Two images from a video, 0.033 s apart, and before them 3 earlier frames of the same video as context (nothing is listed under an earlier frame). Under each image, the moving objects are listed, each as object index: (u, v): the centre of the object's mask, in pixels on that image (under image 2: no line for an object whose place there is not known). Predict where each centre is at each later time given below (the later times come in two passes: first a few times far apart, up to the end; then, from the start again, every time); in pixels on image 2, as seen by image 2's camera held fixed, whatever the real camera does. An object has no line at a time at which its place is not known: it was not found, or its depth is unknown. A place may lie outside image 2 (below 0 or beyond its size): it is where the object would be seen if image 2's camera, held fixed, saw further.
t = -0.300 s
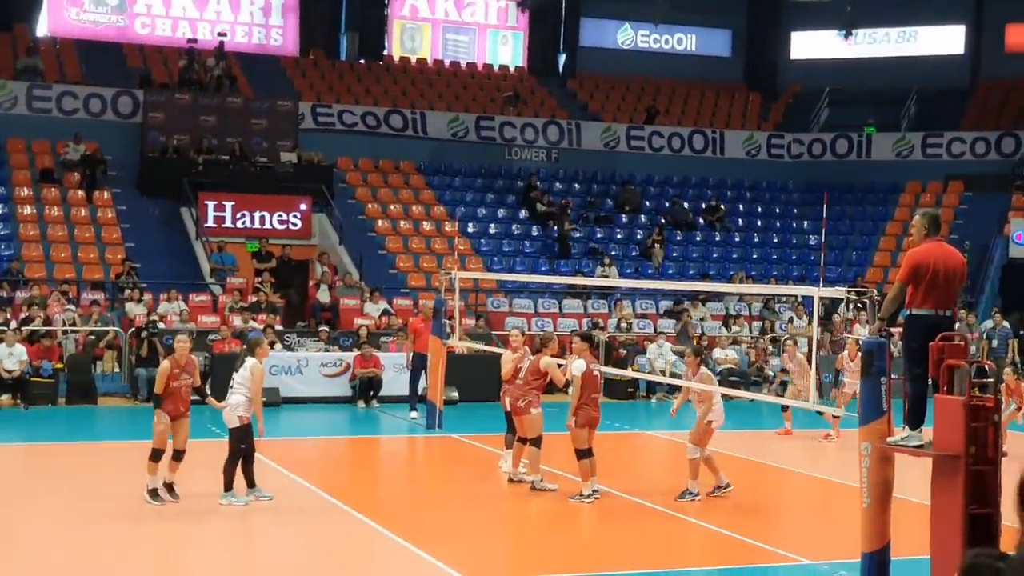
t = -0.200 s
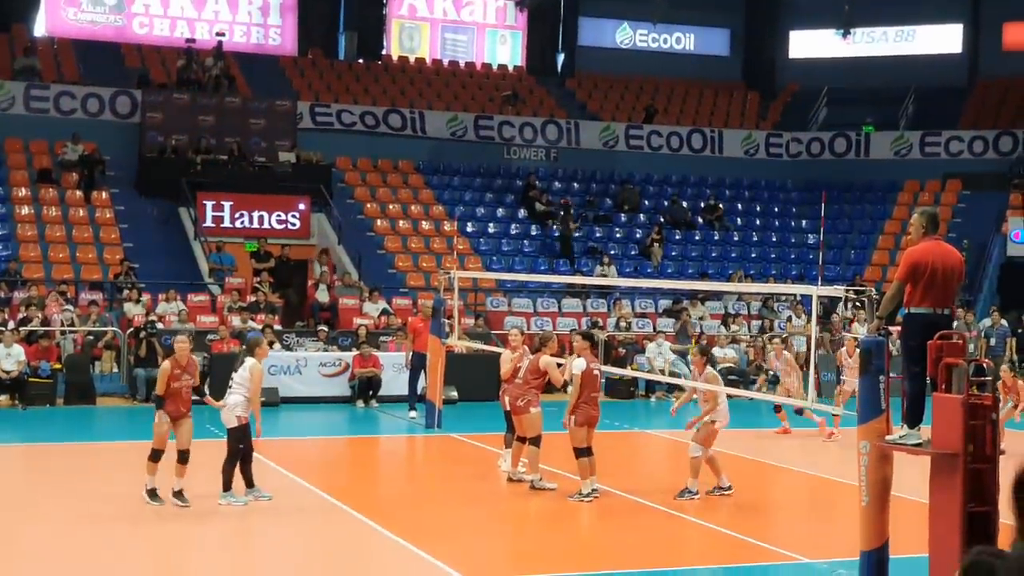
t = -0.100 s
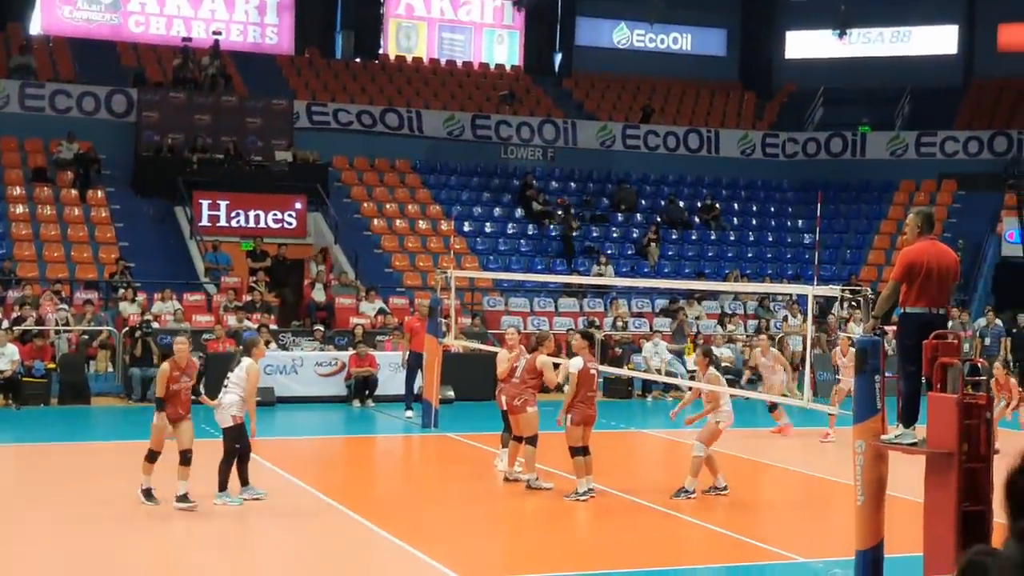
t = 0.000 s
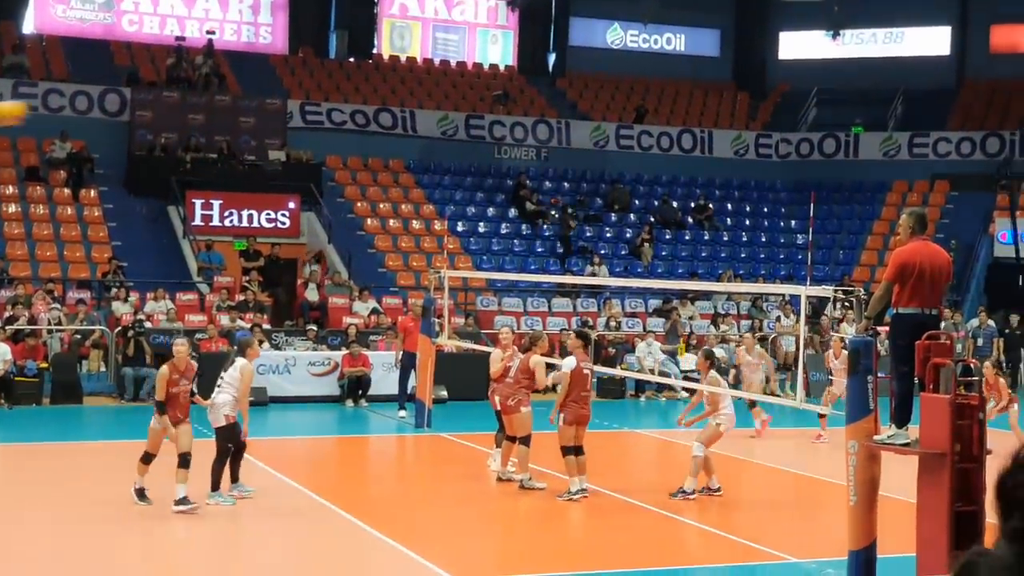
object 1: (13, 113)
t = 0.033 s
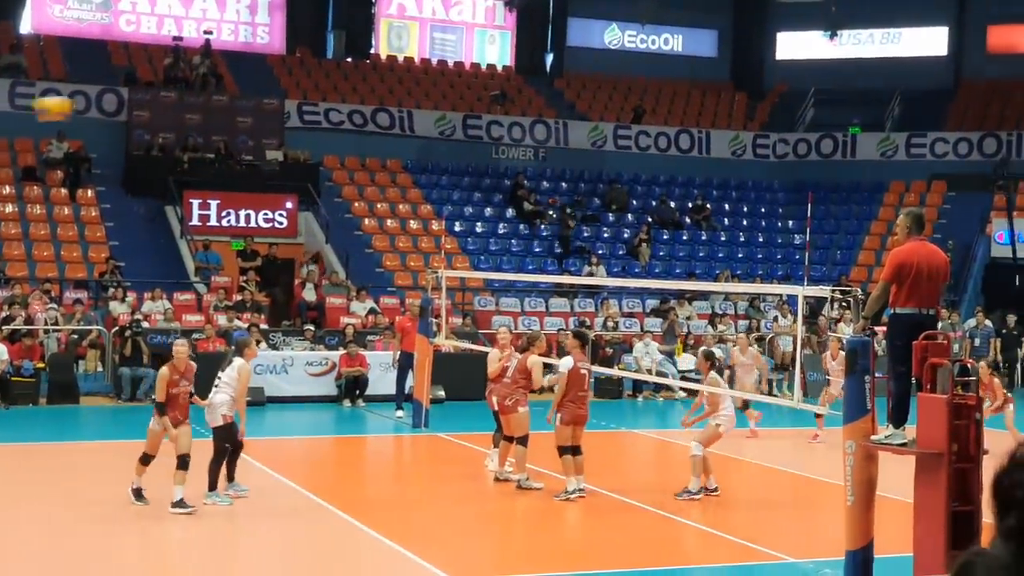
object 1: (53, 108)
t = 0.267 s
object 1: (330, 107)
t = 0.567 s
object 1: (585, 171)
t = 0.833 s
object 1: (751, 265)
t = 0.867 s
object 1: (768, 277)
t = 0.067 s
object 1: (99, 105)
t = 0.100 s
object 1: (143, 103)
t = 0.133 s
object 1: (184, 103)
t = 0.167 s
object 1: (223, 103)
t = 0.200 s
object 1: (260, 104)
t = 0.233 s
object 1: (295, 105)
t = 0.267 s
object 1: (330, 107)
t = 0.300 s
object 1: (363, 112)
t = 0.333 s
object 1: (395, 118)
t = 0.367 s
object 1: (425, 124)
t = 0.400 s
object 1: (454, 130)
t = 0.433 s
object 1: (481, 138)
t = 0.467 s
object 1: (508, 145)
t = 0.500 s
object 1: (535, 153)
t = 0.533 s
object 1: (561, 162)
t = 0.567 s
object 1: (585, 171)
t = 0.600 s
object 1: (609, 181)
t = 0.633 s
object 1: (631, 191)
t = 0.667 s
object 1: (654, 202)
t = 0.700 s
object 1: (675, 214)
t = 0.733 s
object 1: (695, 226)
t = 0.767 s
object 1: (715, 238)
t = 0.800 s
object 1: (734, 251)
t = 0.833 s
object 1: (751, 265)
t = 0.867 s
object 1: (768, 277)
